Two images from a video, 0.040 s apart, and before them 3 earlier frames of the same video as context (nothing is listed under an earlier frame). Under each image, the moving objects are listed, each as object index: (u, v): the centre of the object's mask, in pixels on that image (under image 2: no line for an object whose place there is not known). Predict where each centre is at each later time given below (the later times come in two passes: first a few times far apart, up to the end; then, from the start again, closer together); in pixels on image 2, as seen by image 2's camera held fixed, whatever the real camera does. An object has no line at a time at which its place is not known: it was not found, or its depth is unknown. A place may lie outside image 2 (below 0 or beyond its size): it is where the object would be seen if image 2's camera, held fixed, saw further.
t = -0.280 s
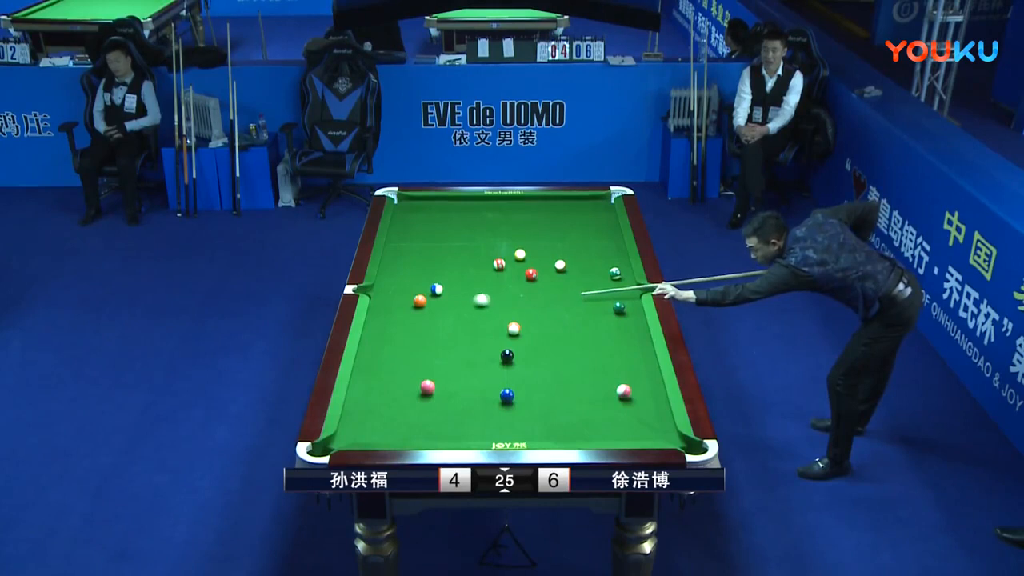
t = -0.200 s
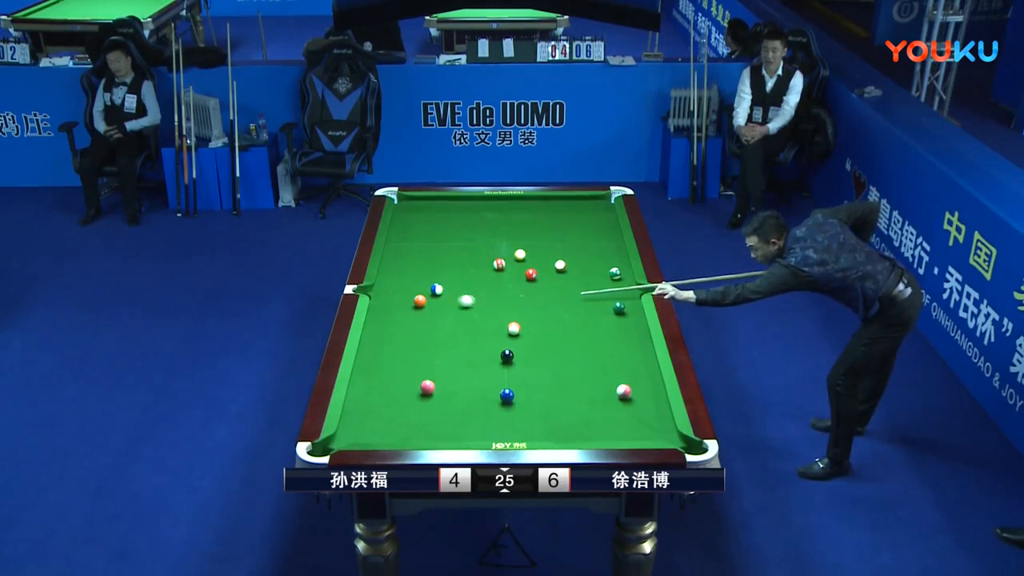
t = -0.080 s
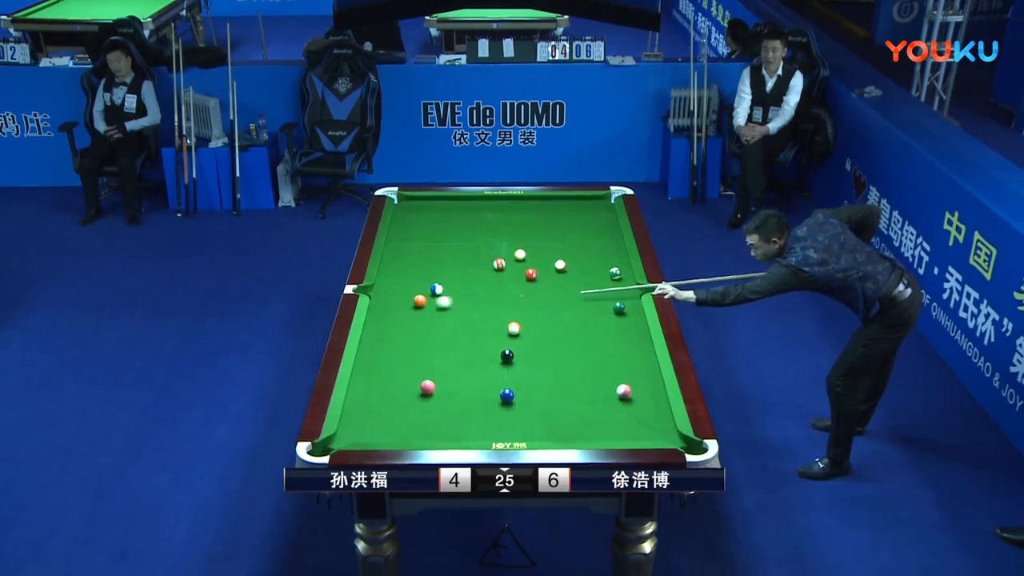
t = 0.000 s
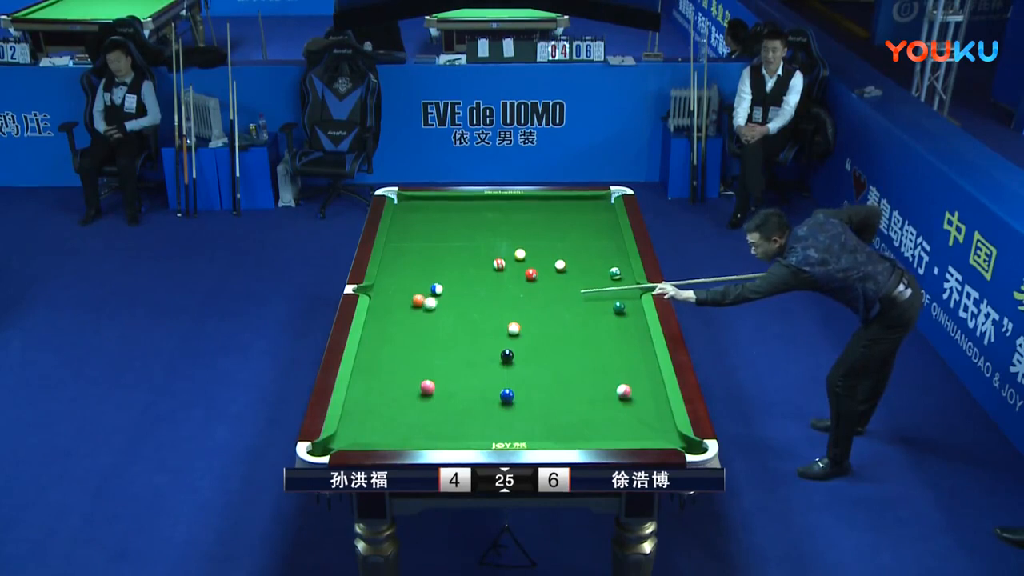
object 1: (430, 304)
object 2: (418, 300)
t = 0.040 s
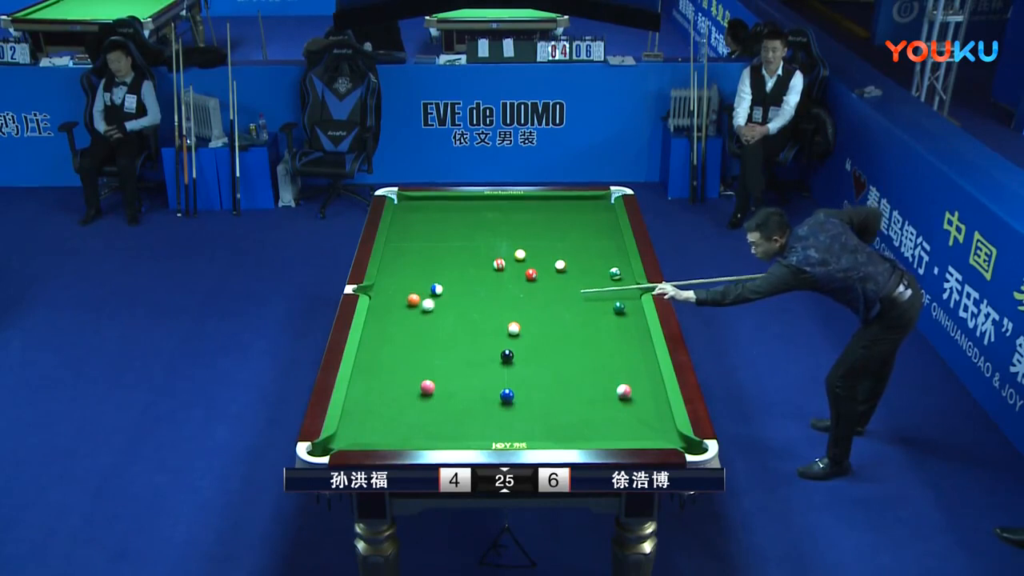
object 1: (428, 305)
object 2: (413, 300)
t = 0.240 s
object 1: (412, 311)
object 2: (394, 296)
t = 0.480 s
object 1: (394, 319)
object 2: (375, 292)
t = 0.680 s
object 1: (380, 325)
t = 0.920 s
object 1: (371, 331)
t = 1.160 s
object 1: (378, 336)
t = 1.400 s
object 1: (385, 341)
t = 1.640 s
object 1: (391, 346)
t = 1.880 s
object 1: (397, 350)
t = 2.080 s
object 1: (401, 353)
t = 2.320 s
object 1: (405, 356)
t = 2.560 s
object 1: (409, 359)
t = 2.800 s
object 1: (413, 362)
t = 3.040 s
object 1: (415, 364)
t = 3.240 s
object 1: (417, 362)
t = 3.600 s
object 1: (421, 366)
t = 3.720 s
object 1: (419, 368)
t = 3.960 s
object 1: (419, 368)
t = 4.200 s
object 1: (419, 368)
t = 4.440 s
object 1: (419, 368)
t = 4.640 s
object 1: (419, 368)
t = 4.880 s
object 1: (419, 368)
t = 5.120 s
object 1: (419, 368)
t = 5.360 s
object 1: (419, 368)
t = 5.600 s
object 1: (419, 368)
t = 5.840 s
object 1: (419, 368)
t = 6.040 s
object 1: (419, 368)
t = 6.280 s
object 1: (419, 368)
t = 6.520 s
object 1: (419, 368)
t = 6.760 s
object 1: (419, 368)
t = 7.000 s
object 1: (419, 368)
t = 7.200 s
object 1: (419, 368)
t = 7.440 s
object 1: (419, 368)
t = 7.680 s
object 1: (419, 368)
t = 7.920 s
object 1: (419, 368)
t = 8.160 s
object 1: (419, 368)
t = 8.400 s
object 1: (419, 368)
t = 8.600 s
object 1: (419, 368)
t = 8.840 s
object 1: (419, 368)
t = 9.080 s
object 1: (419, 368)
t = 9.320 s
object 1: (419, 368)
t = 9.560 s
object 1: (419, 368)
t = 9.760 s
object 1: (419, 368)
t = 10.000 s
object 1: (419, 368)
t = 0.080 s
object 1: (425, 306)
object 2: (409, 299)
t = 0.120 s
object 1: (422, 308)
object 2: (405, 298)
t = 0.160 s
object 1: (419, 309)
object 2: (401, 298)
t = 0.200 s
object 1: (416, 310)
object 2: (398, 297)
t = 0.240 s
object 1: (412, 311)
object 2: (394, 296)
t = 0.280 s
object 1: (409, 313)
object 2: (391, 295)
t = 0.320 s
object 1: (406, 314)
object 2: (388, 295)
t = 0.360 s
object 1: (403, 315)
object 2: (384, 294)
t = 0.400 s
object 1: (400, 316)
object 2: (381, 294)
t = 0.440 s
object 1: (397, 318)
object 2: (378, 293)
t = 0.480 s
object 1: (394, 319)
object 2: (375, 292)
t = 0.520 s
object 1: (391, 320)
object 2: (372, 292)
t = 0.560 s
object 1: (389, 321)
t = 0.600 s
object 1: (385, 322)
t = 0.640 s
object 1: (382, 324)
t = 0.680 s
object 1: (380, 325)
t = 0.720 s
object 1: (376, 326)
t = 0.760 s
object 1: (374, 327)
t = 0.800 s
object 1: (371, 328)
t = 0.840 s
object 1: (369, 329)
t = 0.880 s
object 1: (371, 330)
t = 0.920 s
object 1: (371, 331)
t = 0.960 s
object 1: (373, 332)
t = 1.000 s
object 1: (374, 333)
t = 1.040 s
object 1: (375, 334)
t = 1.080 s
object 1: (376, 335)
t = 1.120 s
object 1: (377, 336)
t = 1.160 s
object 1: (378, 336)
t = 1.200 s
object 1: (380, 337)
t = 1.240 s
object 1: (381, 338)
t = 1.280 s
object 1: (382, 339)
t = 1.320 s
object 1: (383, 340)
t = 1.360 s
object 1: (384, 340)
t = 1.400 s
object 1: (385, 341)
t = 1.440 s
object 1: (386, 342)
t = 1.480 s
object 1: (387, 343)
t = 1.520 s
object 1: (388, 343)
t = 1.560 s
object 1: (389, 344)
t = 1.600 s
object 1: (390, 345)
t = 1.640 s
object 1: (391, 346)
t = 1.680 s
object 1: (392, 347)
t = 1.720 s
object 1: (393, 347)
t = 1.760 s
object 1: (394, 348)
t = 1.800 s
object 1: (395, 349)
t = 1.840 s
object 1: (396, 349)
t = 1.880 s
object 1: (397, 350)
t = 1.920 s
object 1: (398, 350)
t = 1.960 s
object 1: (398, 351)
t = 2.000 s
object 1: (399, 352)
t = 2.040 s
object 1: (400, 352)
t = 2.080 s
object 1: (401, 353)
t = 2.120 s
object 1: (402, 354)
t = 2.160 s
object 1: (403, 354)
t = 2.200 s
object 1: (403, 355)
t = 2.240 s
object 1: (404, 355)
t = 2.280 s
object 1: (405, 356)
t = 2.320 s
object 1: (405, 356)
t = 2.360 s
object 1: (406, 357)
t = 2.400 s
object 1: (407, 357)
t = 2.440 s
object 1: (408, 358)
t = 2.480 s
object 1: (408, 358)
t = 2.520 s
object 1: (409, 359)
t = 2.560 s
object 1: (409, 359)
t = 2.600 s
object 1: (410, 360)
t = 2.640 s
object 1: (411, 361)
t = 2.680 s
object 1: (411, 361)
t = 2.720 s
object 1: (412, 361)
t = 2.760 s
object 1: (412, 361)
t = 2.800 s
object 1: (413, 362)
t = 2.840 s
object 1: (413, 362)
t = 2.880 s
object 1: (414, 363)
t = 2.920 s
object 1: (414, 363)
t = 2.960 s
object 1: (414, 363)
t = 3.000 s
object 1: (415, 364)
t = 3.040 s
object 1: (415, 364)
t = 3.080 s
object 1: (416, 365)
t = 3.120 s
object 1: (416, 365)
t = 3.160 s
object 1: (416, 365)
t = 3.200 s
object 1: (416, 365)
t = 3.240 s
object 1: (417, 362)
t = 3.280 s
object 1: (418, 363)
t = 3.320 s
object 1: (418, 365)
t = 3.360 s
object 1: (417, 366)
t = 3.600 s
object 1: (421, 366)
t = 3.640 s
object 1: (419, 368)
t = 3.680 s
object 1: (419, 368)
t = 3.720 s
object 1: (419, 368)
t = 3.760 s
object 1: (419, 368)
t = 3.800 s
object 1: (419, 368)
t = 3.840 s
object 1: (419, 368)
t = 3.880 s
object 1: (419, 368)
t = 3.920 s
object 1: (419, 368)
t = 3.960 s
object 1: (419, 368)
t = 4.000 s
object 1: (419, 368)
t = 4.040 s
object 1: (419, 368)
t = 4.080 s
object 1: (419, 368)
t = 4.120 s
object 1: (419, 368)
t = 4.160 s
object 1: (419, 368)
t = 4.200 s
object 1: (419, 368)
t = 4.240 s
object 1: (419, 368)
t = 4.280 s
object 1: (419, 368)
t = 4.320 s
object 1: (419, 368)
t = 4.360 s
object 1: (419, 368)
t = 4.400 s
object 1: (419, 368)
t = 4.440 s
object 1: (419, 368)
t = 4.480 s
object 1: (419, 368)
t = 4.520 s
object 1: (419, 368)
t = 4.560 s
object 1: (419, 368)
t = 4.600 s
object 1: (419, 368)
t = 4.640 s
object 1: (419, 368)
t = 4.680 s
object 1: (419, 368)
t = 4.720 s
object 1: (419, 368)
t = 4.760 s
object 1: (419, 368)
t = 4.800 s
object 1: (419, 368)
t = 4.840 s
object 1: (419, 368)
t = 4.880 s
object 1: (419, 368)
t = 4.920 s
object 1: (419, 368)
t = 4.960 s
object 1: (419, 368)
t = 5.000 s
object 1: (419, 368)
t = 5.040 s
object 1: (419, 368)
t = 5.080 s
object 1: (419, 368)
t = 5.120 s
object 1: (419, 368)
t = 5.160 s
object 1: (419, 368)
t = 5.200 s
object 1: (419, 368)
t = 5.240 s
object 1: (419, 368)
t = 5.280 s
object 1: (419, 368)
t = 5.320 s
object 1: (419, 368)
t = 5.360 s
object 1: (419, 368)
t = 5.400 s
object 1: (419, 368)
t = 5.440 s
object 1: (419, 369)
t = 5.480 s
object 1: (419, 368)
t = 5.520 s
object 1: (419, 368)
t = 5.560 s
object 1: (419, 368)
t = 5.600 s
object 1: (419, 368)
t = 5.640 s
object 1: (419, 368)
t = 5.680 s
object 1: (419, 368)
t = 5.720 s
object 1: (419, 368)
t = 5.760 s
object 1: (419, 368)
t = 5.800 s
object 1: (419, 368)
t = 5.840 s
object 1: (419, 368)
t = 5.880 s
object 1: (419, 368)
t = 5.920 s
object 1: (419, 368)
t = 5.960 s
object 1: (419, 368)
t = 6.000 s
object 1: (419, 368)
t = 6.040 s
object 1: (419, 368)
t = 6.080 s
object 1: (419, 368)
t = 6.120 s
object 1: (419, 368)
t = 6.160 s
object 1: (419, 368)
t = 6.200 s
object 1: (419, 368)
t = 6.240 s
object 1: (419, 368)
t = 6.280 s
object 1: (419, 368)
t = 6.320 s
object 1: (419, 368)
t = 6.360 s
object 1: (419, 368)
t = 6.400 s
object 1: (419, 368)
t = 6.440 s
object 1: (419, 368)
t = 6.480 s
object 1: (419, 368)
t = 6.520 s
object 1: (419, 368)
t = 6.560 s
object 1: (419, 368)
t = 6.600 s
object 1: (419, 368)
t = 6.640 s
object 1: (419, 368)
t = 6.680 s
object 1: (419, 368)
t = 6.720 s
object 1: (419, 368)
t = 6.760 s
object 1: (419, 368)
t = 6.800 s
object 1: (419, 368)
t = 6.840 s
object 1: (419, 368)
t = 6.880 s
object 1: (419, 368)
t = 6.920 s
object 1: (419, 368)
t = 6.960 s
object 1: (419, 368)
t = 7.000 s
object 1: (419, 368)
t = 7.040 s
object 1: (419, 368)
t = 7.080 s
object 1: (419, 368)
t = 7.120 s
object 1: (419, 368)
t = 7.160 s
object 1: (419, 368)
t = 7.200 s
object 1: (419, 368)
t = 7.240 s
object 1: (419, 369)
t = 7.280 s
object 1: (419, 368)
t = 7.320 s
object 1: (419, 368)
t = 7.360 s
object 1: (419, 368)
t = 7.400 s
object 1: (419, 368)
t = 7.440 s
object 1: (419, 368)
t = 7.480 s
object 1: (419, 368)
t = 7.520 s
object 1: (419, 368)
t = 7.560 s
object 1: (419, 368)
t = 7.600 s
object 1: (419, 368)
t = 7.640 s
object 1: (419, 369)
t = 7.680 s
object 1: (419, 368)
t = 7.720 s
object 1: (419, 368)
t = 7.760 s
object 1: (419, 368)
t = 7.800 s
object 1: (419, 368)
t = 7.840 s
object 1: (419, 368)
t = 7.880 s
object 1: (419, 368)
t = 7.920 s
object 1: (419, 368)
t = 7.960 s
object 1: (419, 368)
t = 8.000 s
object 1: (419, 368)
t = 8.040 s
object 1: (419, 368)
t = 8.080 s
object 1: (419, 368)
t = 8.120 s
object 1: (419, 368)
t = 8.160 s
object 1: (419, 368)
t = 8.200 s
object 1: (419, 368)
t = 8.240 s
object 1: (419, 368)
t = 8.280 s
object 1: (419, 368)
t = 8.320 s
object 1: (419, 368)
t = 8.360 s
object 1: (419, 368)
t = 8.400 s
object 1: (419, 368)
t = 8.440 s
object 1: (419, 368)
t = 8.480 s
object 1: (419, 368)
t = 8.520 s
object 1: (419, 368)
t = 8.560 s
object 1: (419, 368)
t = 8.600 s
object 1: (419, 368)
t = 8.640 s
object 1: (419, 368)
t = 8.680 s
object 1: (419, 368)
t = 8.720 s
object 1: (419, 368)
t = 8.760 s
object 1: (419, 368)
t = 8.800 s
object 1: (419, 368)
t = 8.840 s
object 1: (419, 368)
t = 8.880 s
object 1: (419, 368)
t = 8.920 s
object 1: (419, 368)
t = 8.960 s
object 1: (419, 368)
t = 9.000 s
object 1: (419, 368)
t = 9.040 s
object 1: (419, 368)
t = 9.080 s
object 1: (419, 368)
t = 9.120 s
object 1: (419, 368)
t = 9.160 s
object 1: (419, 368)
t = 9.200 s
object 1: (419, 368)
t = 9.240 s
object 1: (419, 368)
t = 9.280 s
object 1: (419, 368)
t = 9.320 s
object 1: (419, 368)
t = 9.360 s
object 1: (419, 368)
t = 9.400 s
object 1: (419, 368)
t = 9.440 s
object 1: (419, 368)
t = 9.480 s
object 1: (419, 368)
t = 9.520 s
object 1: (419, 368)
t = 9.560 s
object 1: (419, 368)
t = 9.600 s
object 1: (419, 368)
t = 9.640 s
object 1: (419, 368)
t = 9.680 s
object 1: (419, 368)
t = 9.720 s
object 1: (419, 368)
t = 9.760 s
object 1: (419, 368)
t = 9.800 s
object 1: (419, 368)
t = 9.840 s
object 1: (419, 368)
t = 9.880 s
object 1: (419, 368)
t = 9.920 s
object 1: (419, 368)
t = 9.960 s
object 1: (419, 368)
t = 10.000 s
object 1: (419, 368)
